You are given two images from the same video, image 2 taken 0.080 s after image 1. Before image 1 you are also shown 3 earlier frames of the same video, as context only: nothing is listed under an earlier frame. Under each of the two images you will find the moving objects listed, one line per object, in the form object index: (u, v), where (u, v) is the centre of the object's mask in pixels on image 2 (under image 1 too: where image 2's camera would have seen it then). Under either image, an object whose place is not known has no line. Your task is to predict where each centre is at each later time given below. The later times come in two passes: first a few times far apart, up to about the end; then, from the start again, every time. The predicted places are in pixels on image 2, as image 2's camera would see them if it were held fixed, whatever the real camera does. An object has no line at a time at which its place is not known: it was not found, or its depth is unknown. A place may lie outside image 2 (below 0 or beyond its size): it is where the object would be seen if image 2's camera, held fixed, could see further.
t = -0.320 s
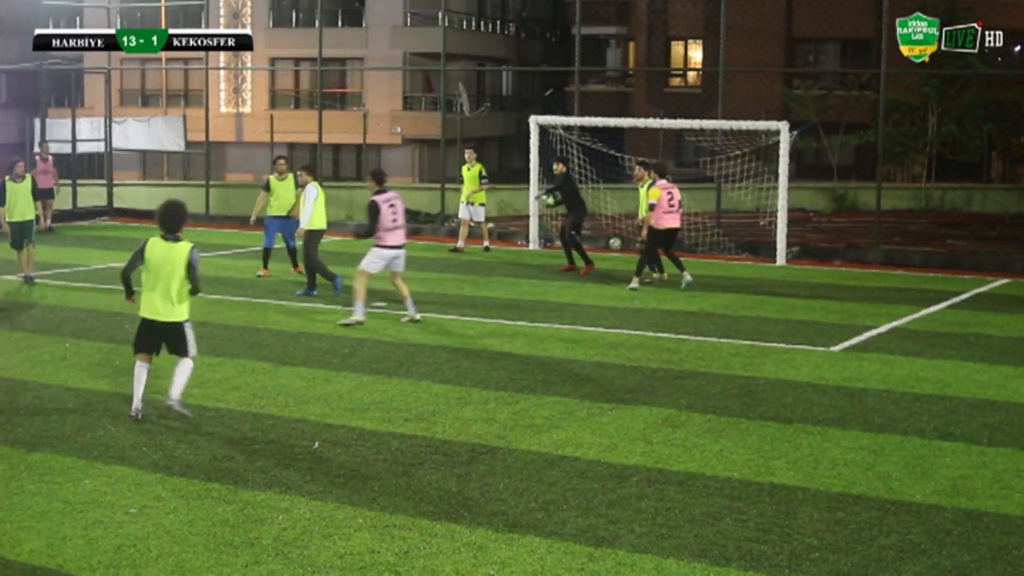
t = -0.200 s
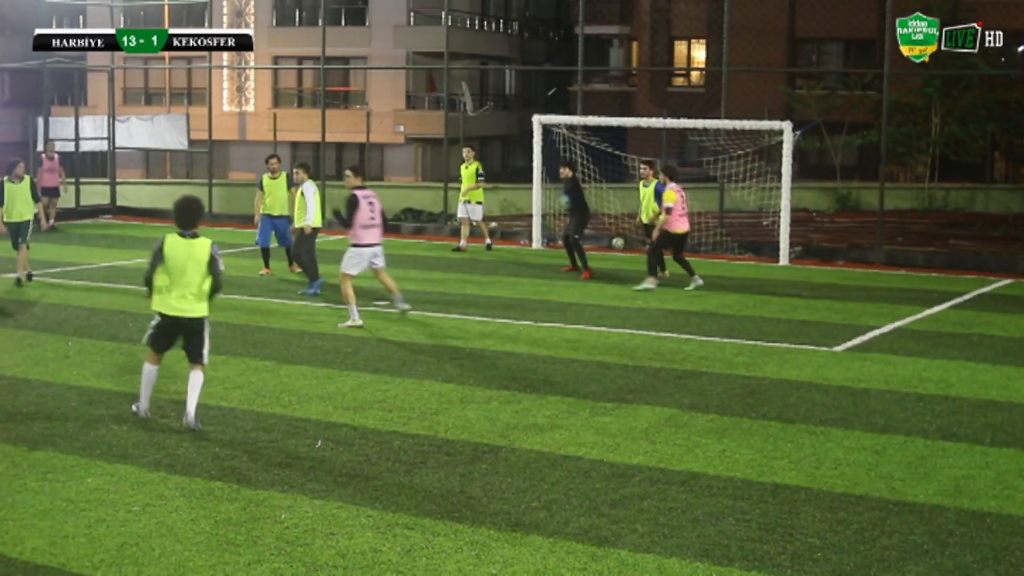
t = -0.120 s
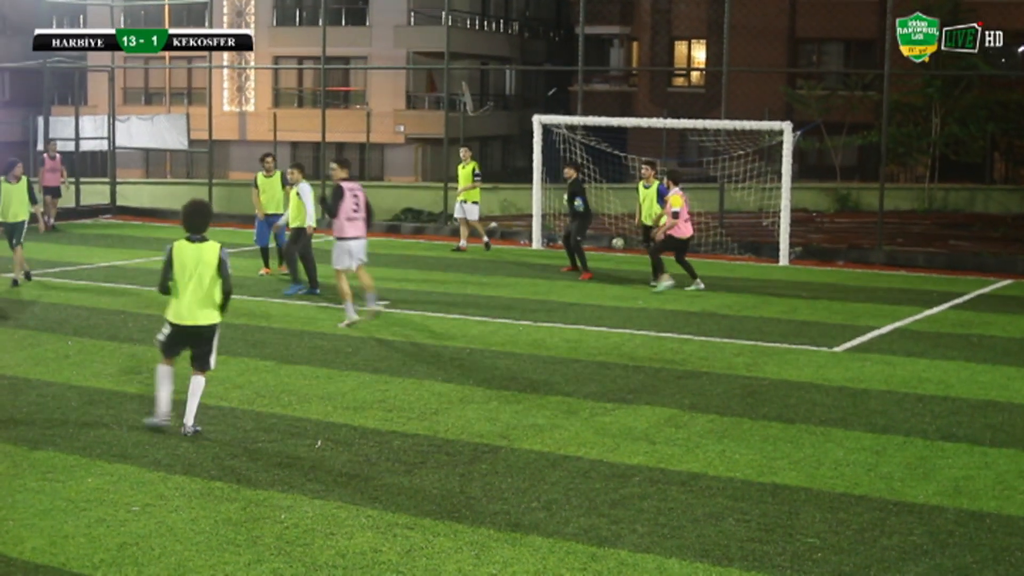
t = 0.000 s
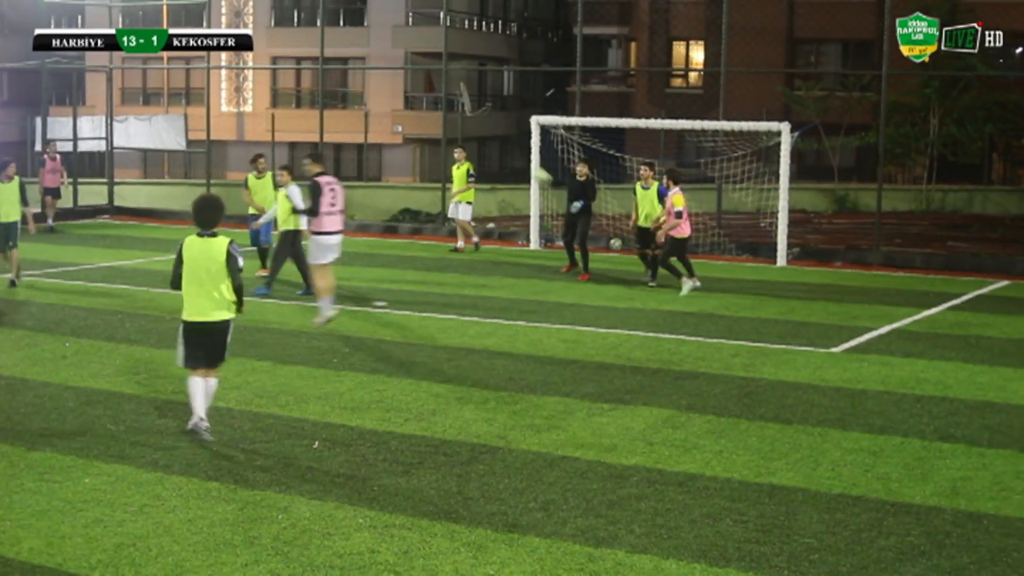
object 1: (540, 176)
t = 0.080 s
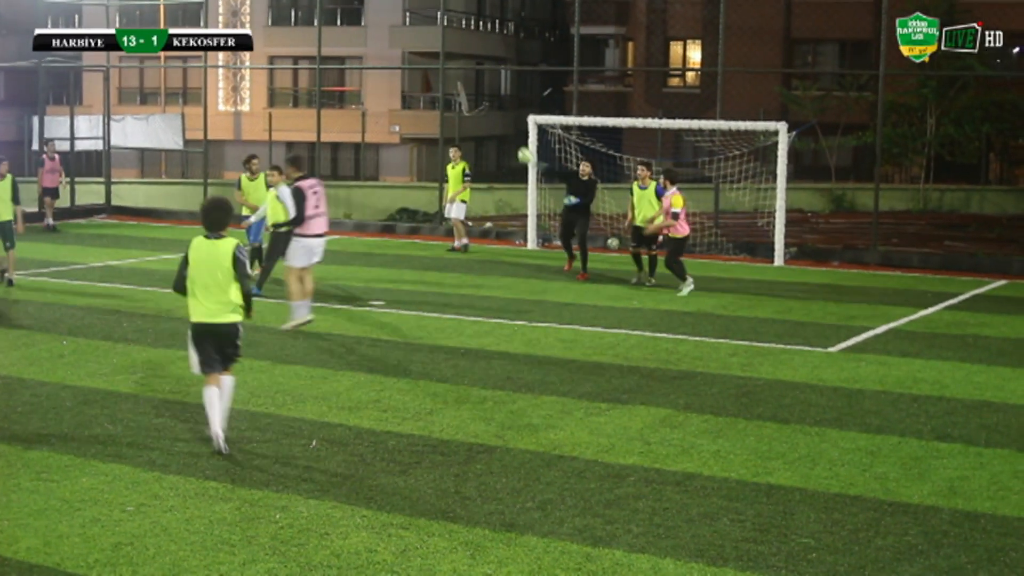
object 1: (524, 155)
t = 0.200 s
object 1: (519, 137)
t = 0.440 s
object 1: (495, 125)
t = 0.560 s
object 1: (476, 136)
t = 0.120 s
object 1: (523, 148)
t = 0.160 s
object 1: (521, 142)
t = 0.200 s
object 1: (519, 137)
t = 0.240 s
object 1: (516, 132)
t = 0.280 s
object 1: (512, 128)
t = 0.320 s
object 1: (508, 126)
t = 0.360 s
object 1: (504, 124)
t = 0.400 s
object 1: (500, 124)
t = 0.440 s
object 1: (495, 125)
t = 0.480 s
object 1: (489, 127)
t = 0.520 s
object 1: (483, 131)
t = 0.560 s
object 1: (476, 136)
